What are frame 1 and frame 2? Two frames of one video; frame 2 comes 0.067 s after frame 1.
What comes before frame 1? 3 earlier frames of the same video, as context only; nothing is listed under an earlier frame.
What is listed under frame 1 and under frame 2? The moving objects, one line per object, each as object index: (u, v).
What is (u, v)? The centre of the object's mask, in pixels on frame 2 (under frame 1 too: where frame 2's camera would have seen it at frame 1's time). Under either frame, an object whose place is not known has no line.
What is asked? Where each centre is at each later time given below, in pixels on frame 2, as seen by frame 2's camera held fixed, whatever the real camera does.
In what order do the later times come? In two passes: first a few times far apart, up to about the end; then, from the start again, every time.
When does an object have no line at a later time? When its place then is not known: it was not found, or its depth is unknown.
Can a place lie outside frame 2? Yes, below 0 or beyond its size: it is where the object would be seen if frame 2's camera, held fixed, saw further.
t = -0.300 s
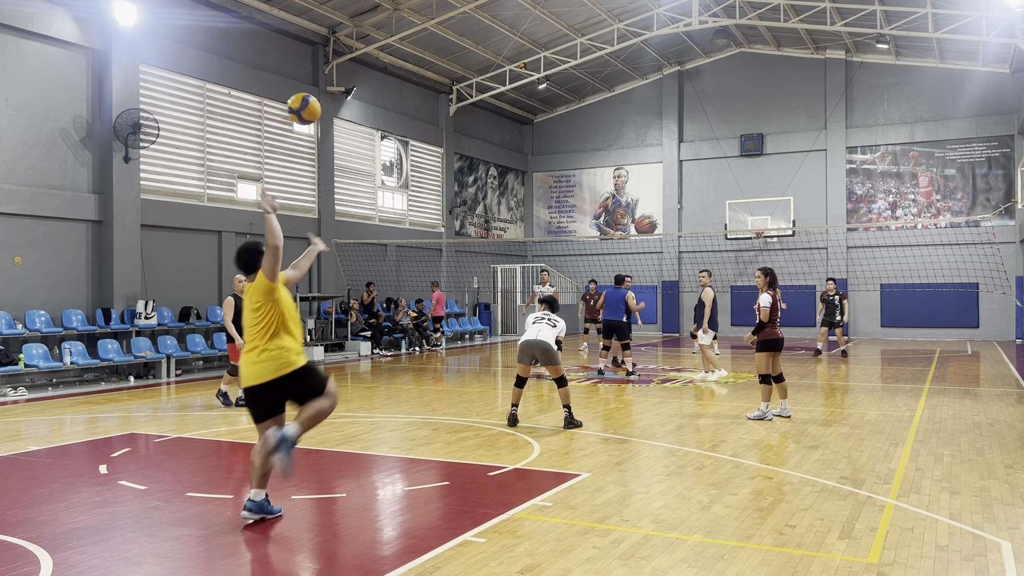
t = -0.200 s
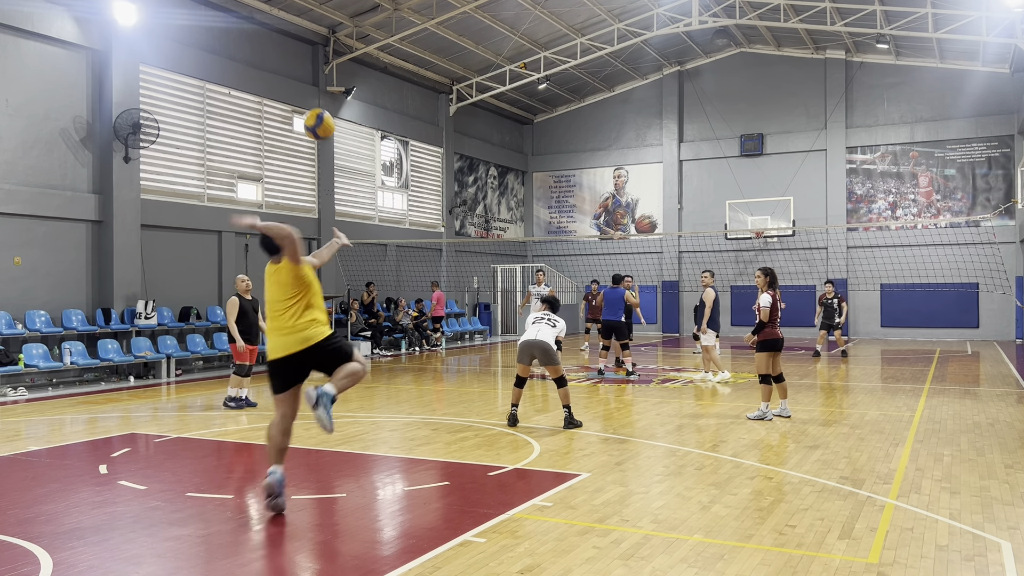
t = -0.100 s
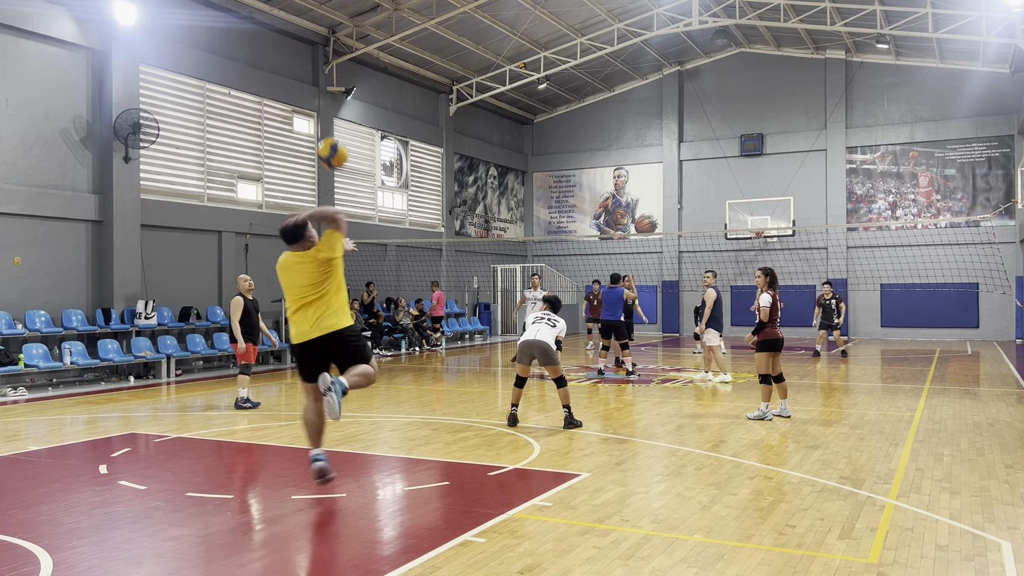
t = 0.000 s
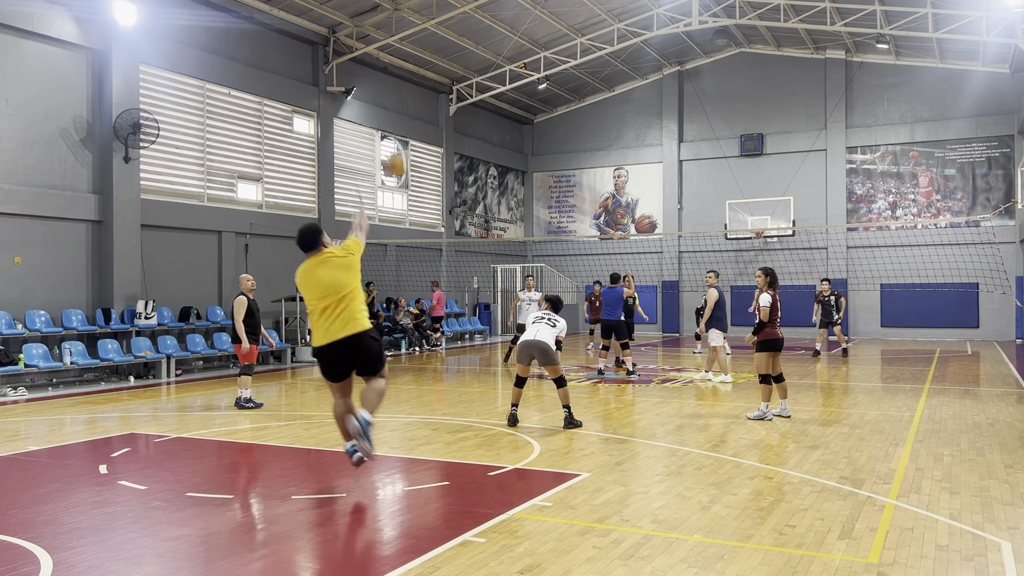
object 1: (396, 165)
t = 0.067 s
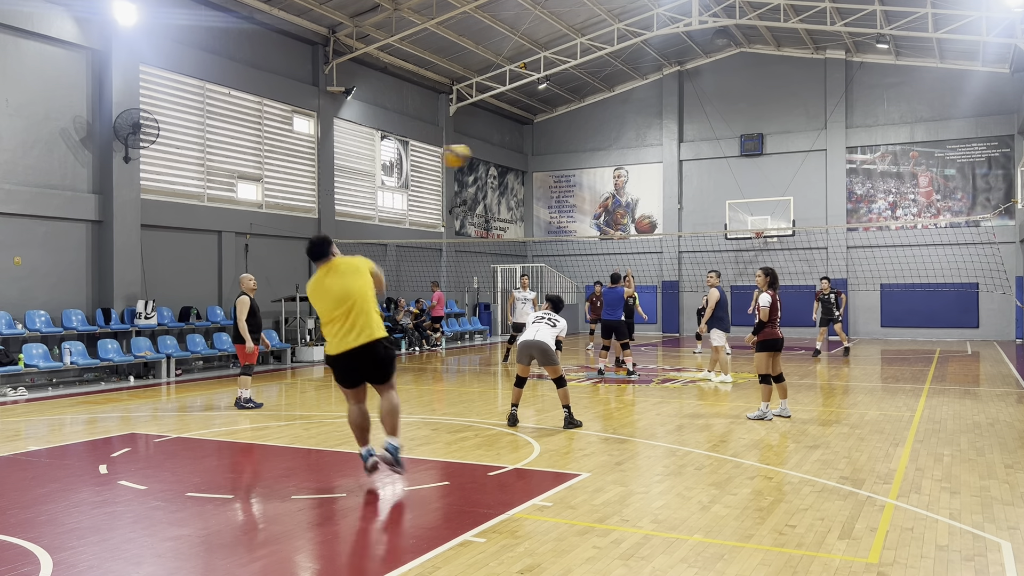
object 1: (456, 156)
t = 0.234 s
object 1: (552, 156)
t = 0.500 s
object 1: (635, 187)
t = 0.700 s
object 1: (672, 225)
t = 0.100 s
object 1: (479, 154)
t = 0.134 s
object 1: (500, 153)
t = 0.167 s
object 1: (520, 154)
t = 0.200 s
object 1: (537, 155)
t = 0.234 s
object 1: (552, 156)
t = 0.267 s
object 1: (566, 158)
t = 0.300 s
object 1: (578, 161)
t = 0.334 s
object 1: (589, 163)
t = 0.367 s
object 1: (601, 167)
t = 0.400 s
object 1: (610, 171)
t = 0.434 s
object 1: (620, 175)
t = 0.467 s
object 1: (627, 181)
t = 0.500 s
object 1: (635, 187)
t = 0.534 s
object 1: (643, 193)
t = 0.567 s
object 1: (649, 199)
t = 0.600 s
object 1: (656, 205)
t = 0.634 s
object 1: (662, 211)
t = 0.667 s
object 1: (667, 218)
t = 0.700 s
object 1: (672, 225)
